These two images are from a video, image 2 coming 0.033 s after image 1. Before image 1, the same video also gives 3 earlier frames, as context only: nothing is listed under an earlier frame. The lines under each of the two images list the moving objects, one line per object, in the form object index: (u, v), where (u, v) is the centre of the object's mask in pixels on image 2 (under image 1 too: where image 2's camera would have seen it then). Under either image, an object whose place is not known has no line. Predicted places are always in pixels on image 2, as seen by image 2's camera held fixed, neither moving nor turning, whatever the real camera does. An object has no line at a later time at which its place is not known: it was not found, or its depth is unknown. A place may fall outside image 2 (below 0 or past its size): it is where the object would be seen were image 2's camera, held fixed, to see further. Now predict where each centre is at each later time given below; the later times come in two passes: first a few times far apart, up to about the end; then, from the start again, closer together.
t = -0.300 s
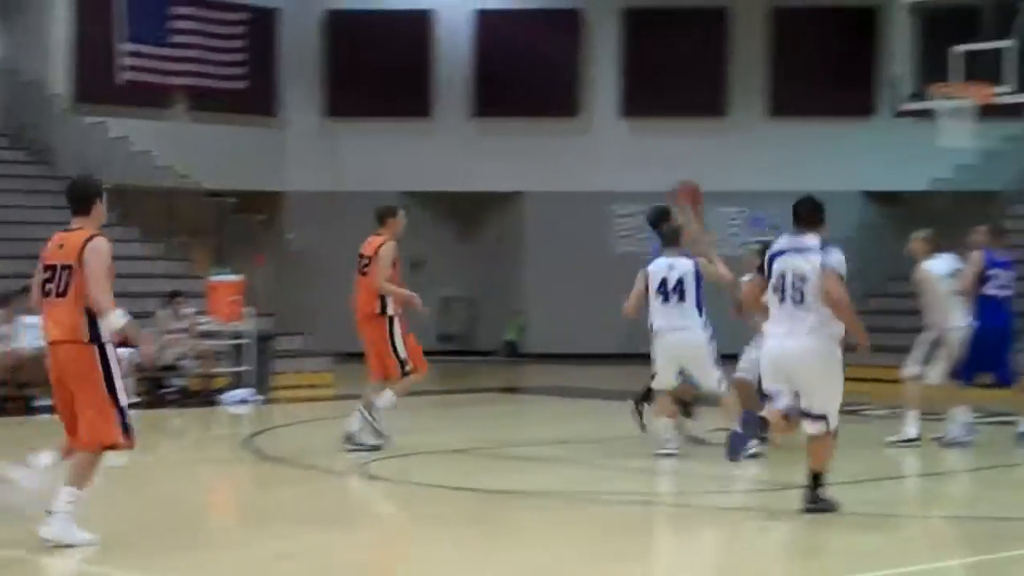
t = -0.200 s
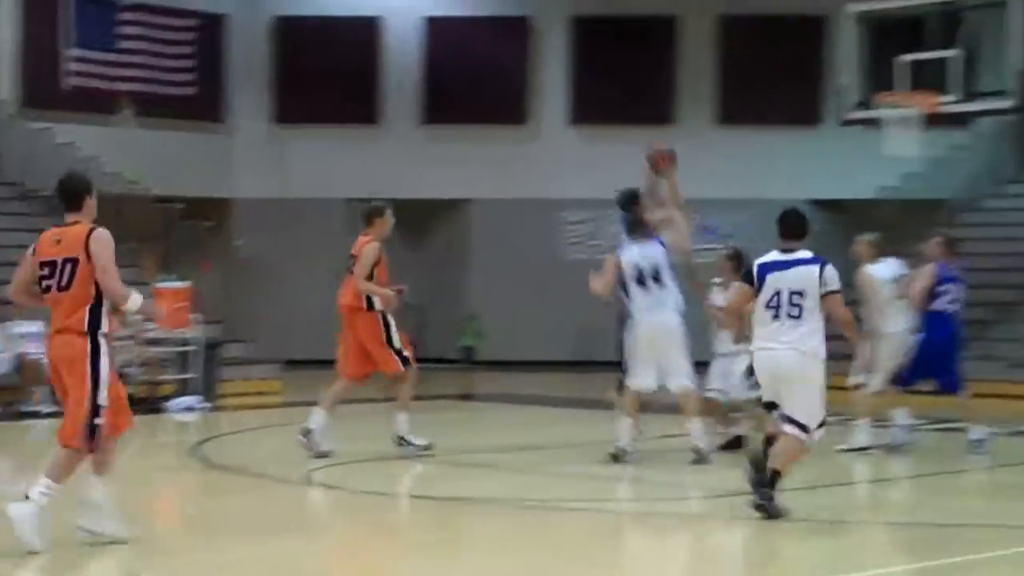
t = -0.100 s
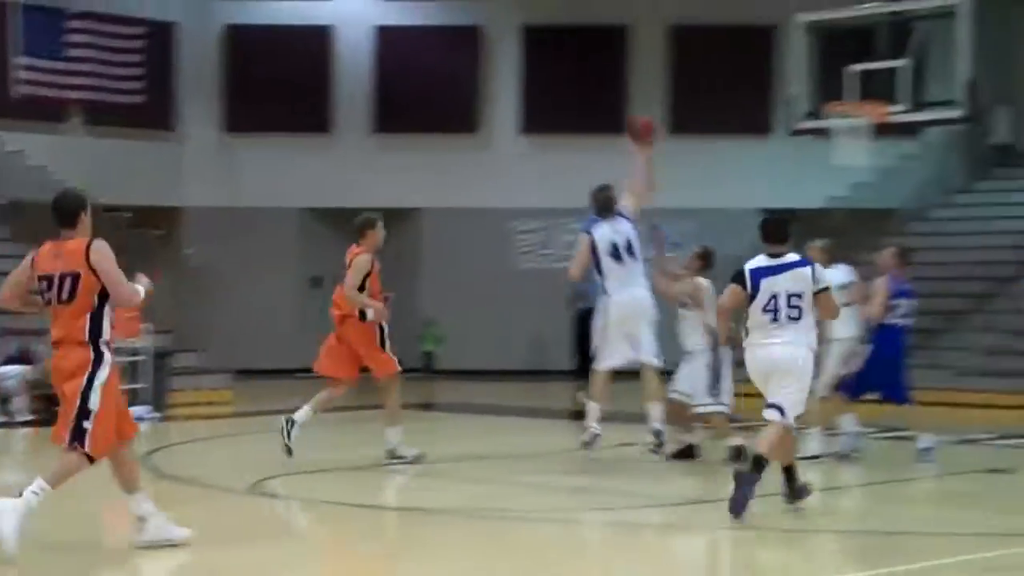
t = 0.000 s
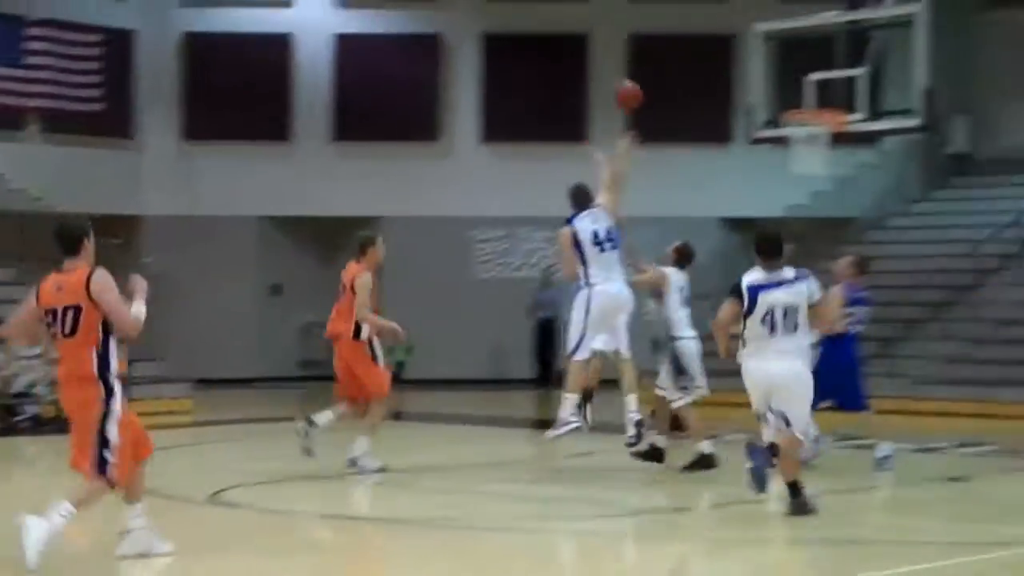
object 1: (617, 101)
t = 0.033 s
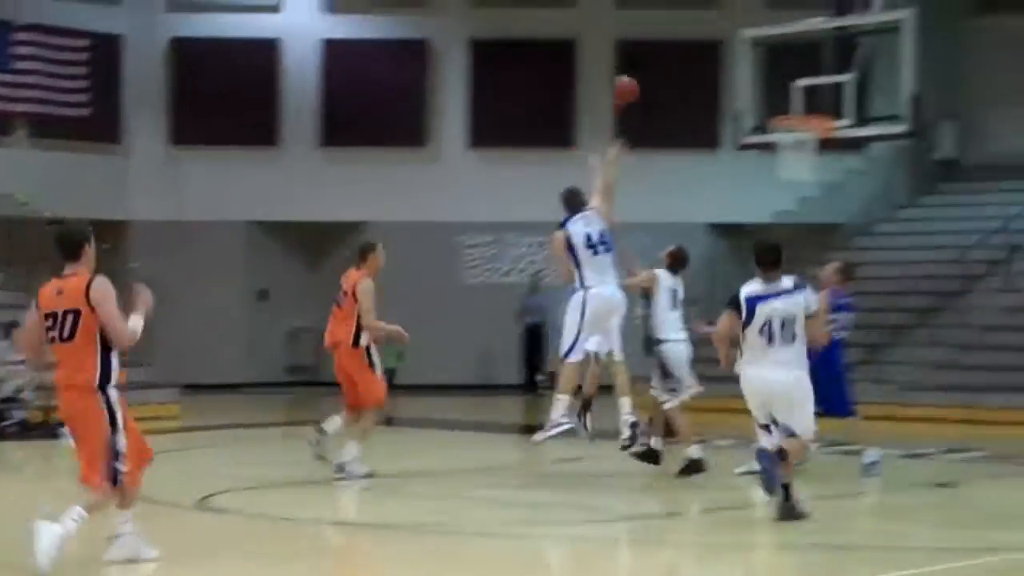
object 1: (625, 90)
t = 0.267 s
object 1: (684, 50)
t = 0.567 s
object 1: (757, 86)
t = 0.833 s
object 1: (786, 98)
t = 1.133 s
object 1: (811, 167)
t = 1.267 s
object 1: (815, 219)
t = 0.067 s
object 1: (633, 80)
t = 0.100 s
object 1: (642, 72)
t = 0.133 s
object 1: (650, 65)
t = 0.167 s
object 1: (659, 59)
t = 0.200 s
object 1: (667, 54)
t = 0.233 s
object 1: (676, 52)
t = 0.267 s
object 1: (684, 50)
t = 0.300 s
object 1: (692, 49)
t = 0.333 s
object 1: (700, 50)
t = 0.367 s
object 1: (708, 51)
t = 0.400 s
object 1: (715, 55)
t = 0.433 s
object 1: (724, 58)
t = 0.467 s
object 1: (731, 63)
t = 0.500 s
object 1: (739, 71)
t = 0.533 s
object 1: (749, 76)
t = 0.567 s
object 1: (757, 86)
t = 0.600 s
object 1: (765, 99)
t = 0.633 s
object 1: (771, 105)
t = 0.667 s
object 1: (773, 102)
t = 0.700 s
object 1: (776, 100)
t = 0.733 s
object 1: (778, 97)
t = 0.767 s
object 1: (781, 97)
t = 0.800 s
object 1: (783, 97)
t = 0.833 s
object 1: (786, 98)
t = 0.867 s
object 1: (788, 100)
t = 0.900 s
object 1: (791, 103)
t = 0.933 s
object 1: (794, 106)
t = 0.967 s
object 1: (797, 109)
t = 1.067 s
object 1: (807, 142)
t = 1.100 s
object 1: (809, 155)
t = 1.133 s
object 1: (811, 167)
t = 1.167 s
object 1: (811, 179)
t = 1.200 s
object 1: (812, 189)
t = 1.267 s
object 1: (815, 219)
